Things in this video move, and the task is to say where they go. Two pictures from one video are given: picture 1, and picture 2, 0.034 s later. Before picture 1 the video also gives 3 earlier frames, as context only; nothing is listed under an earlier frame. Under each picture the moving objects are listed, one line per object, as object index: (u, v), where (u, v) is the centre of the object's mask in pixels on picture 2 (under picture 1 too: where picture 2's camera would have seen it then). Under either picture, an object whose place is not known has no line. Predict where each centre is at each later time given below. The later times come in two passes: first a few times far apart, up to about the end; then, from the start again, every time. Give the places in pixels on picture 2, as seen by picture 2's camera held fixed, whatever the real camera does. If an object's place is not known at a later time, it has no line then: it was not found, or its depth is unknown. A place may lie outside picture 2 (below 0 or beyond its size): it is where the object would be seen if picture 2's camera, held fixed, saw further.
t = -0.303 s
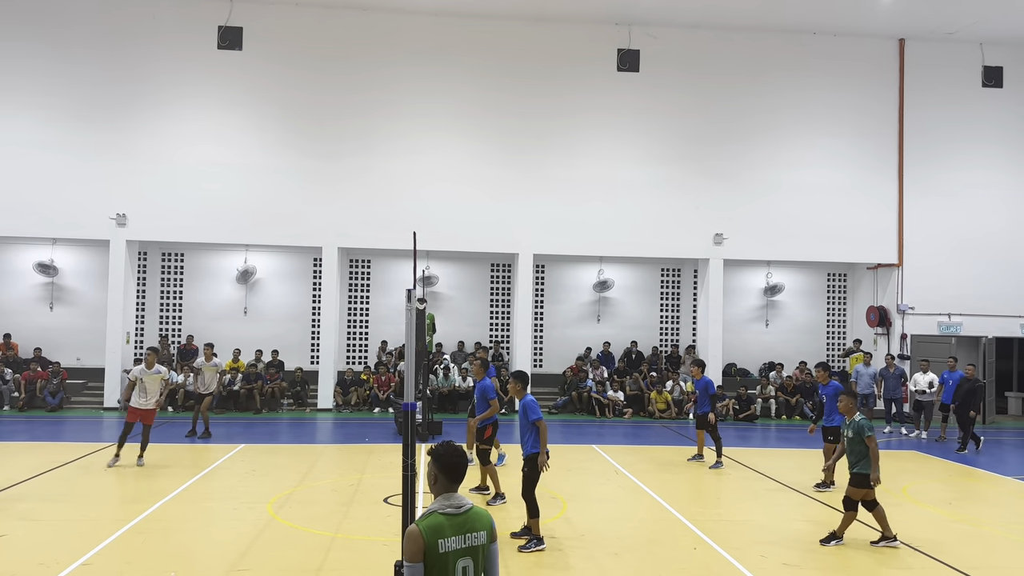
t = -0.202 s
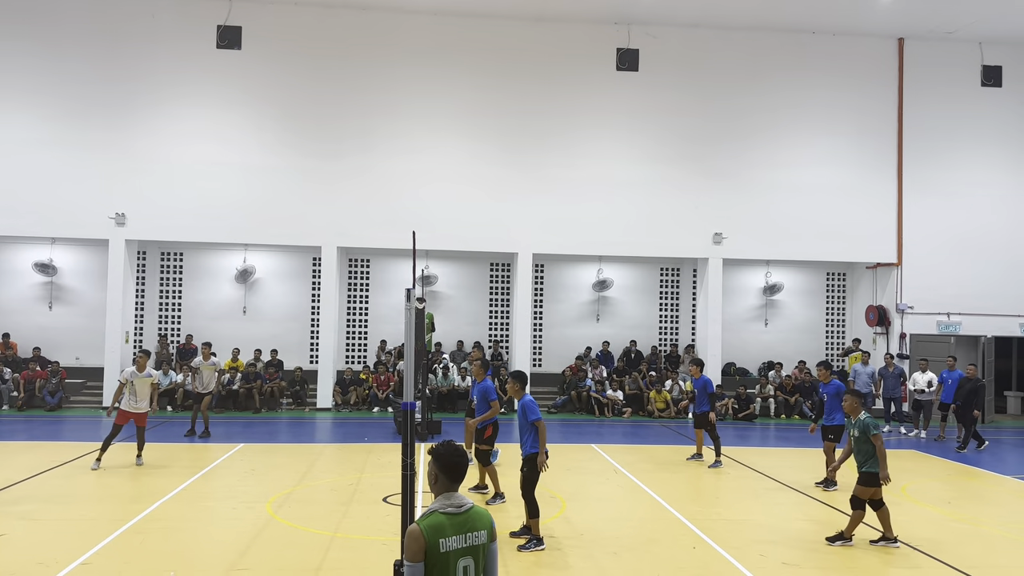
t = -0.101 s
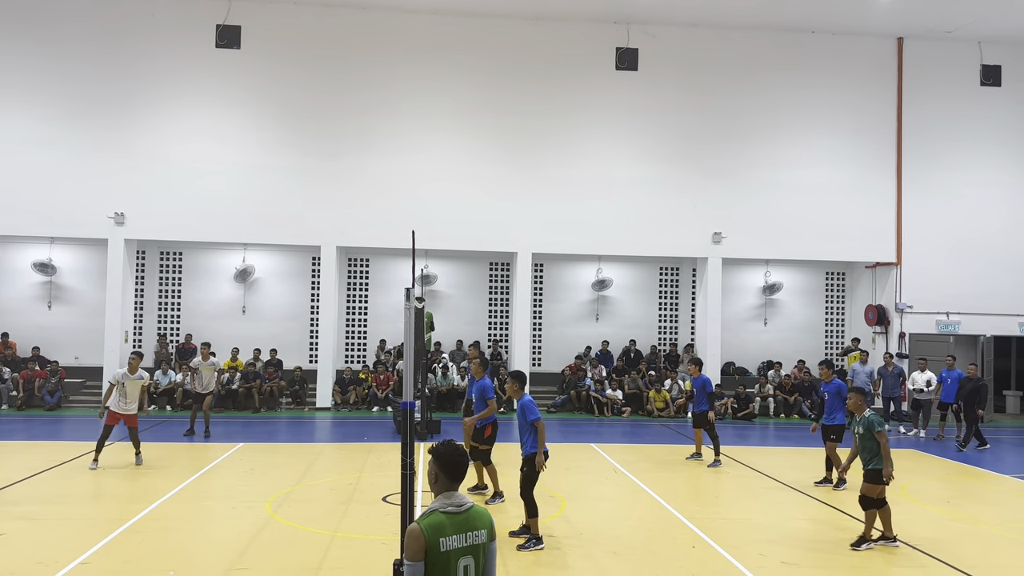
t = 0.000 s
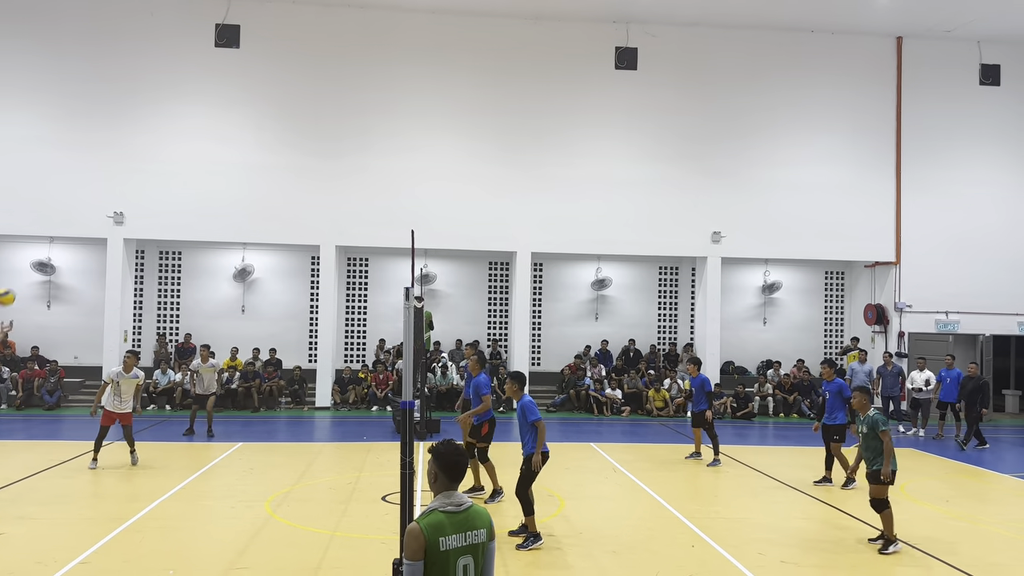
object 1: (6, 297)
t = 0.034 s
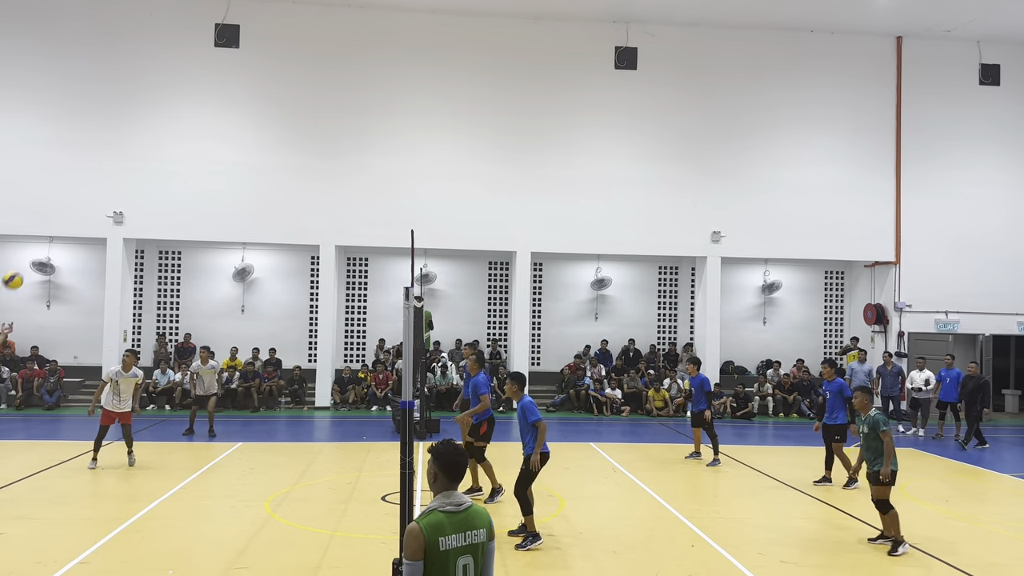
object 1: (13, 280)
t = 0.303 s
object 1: (76, 187)
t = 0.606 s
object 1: (137, 156)
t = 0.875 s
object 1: (186, 186)
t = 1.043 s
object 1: (214, 231)
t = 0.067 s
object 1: (21, 265)
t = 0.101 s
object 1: (29, 251)
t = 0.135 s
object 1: (38, 237)
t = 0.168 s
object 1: (46, 225)
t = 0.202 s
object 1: (54, 214)
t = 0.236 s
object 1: (61, 204)
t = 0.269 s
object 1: (68, 195)
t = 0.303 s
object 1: (76, 187)
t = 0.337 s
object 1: (83, 180)
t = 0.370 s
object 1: (90, 174)
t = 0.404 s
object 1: (97, 169)
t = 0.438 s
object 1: (104, 164)
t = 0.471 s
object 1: (111, 161)
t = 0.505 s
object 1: (118, 159)
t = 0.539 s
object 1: (125, 157)
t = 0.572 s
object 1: (131, 156)
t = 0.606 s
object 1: (137, 156)
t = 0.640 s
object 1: (144, 157)
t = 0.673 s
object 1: (150, 159)
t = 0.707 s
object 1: (156, 161)
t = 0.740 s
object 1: (162, 164)
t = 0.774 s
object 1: (168, 169)
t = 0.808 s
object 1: (174, 174)
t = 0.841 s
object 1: (181, 180)
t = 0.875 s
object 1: (186, 186)
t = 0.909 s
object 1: (192, 193)
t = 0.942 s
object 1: (197, 202)
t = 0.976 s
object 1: (203, 210)
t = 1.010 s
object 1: (209, 220)
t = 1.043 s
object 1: (214, 231)
